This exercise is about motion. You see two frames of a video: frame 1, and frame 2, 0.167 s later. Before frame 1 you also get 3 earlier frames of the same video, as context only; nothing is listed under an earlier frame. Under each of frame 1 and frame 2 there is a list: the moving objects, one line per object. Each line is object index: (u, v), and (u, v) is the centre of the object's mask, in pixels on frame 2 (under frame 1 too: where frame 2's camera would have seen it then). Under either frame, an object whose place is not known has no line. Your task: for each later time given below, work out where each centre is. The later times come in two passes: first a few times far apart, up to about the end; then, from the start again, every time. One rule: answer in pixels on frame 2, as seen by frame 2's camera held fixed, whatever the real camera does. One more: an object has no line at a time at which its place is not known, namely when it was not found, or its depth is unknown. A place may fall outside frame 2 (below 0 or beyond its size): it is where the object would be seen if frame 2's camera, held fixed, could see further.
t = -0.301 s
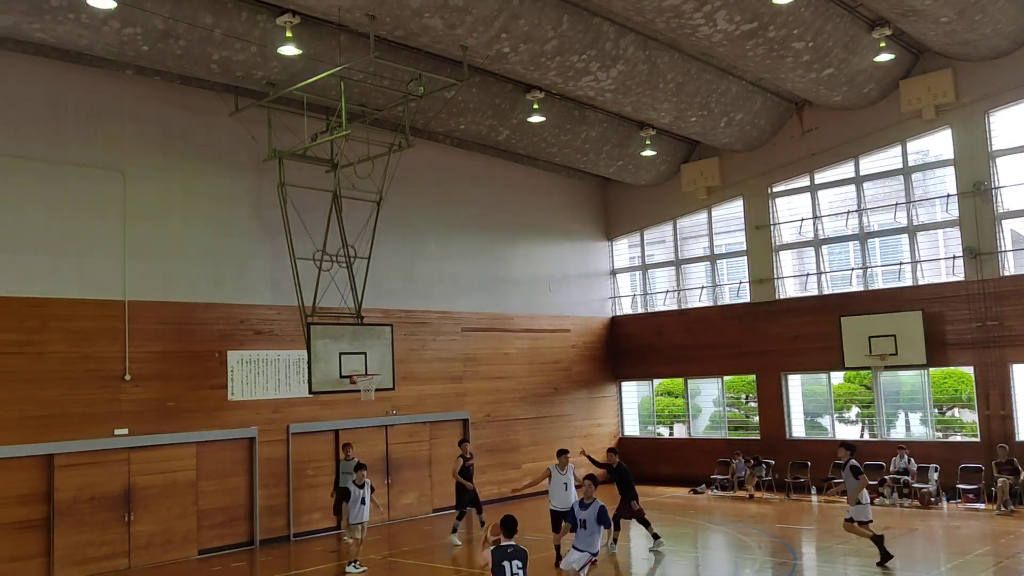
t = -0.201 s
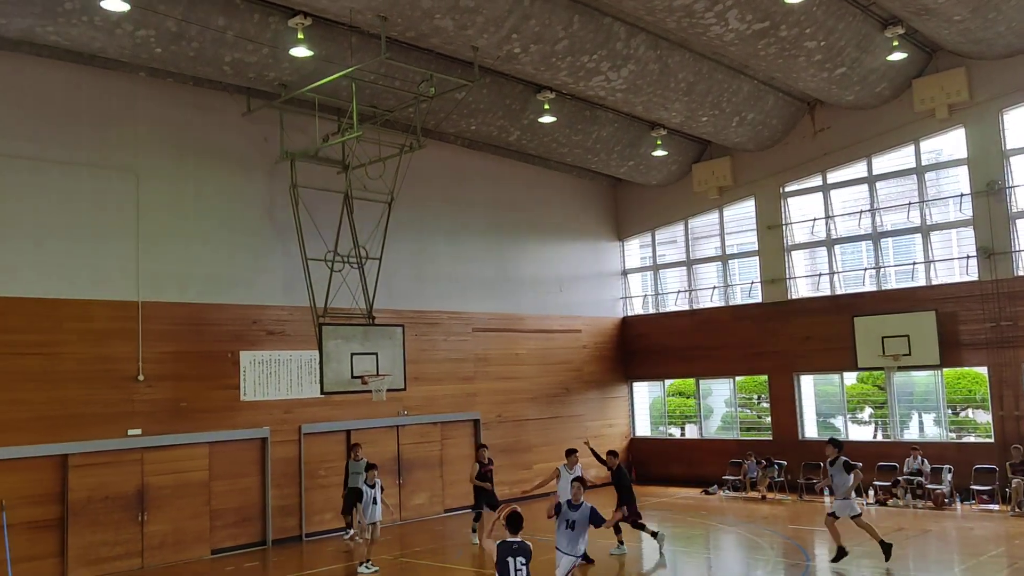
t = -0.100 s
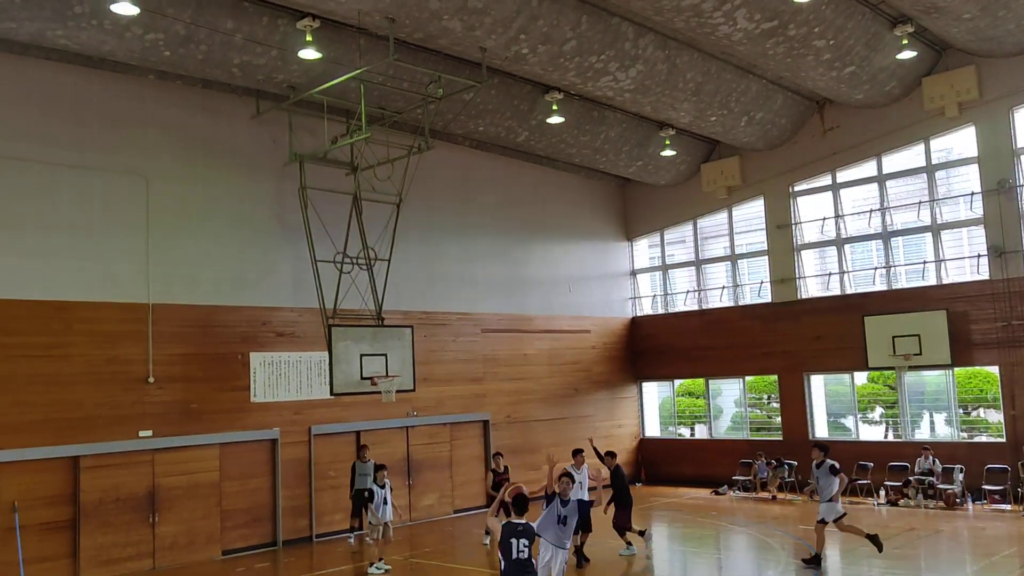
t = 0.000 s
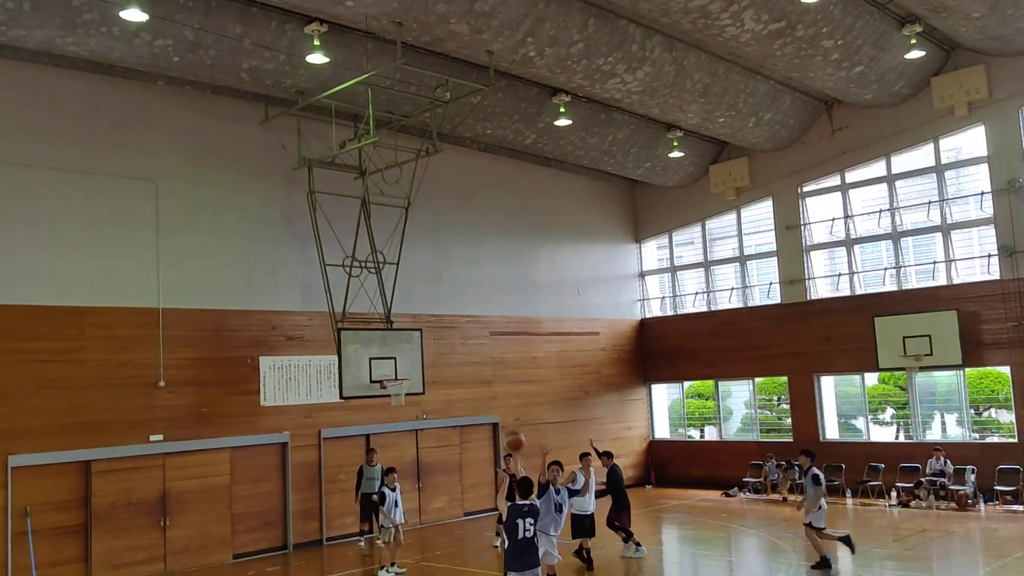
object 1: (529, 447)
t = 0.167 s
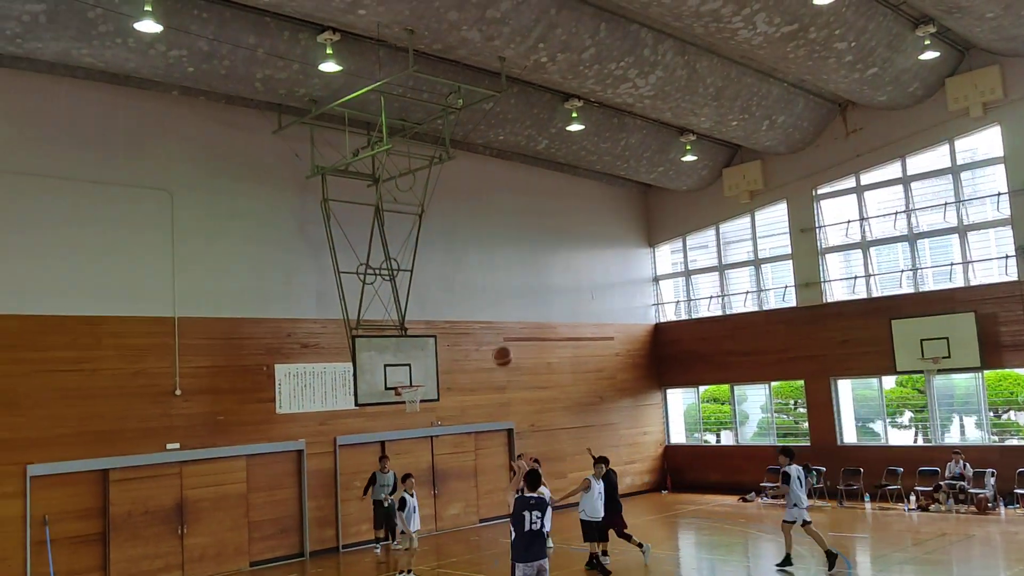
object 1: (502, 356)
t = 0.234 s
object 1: (493, 330)
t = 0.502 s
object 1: (464, 271)
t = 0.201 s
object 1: (497, 342)
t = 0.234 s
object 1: (493, 330)
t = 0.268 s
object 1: (489, 319)
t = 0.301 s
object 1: (485, 309)
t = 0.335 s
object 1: (481, 300)
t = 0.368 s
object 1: (478, 293)
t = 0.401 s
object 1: (474, 286)
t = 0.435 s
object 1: (471, 280)
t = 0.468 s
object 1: (468, 275)
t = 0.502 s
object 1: (464, 271)
